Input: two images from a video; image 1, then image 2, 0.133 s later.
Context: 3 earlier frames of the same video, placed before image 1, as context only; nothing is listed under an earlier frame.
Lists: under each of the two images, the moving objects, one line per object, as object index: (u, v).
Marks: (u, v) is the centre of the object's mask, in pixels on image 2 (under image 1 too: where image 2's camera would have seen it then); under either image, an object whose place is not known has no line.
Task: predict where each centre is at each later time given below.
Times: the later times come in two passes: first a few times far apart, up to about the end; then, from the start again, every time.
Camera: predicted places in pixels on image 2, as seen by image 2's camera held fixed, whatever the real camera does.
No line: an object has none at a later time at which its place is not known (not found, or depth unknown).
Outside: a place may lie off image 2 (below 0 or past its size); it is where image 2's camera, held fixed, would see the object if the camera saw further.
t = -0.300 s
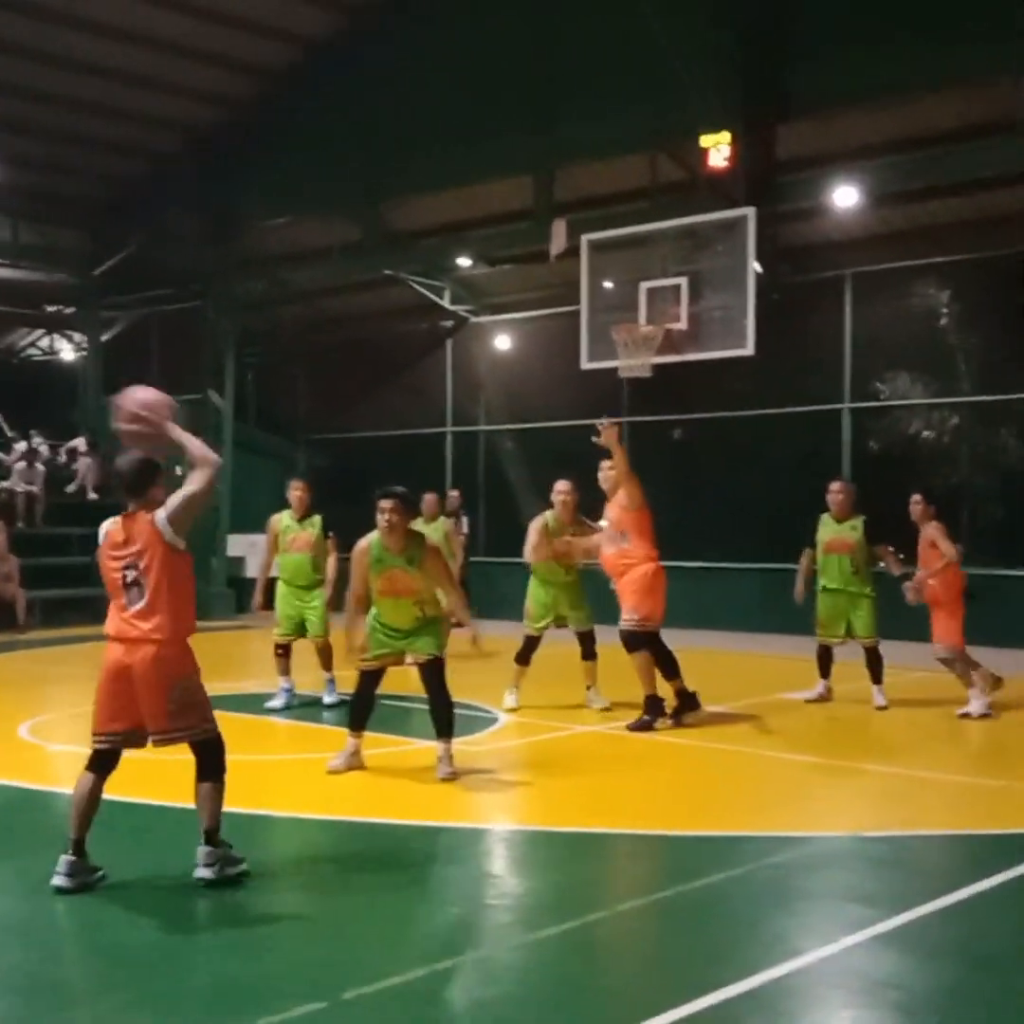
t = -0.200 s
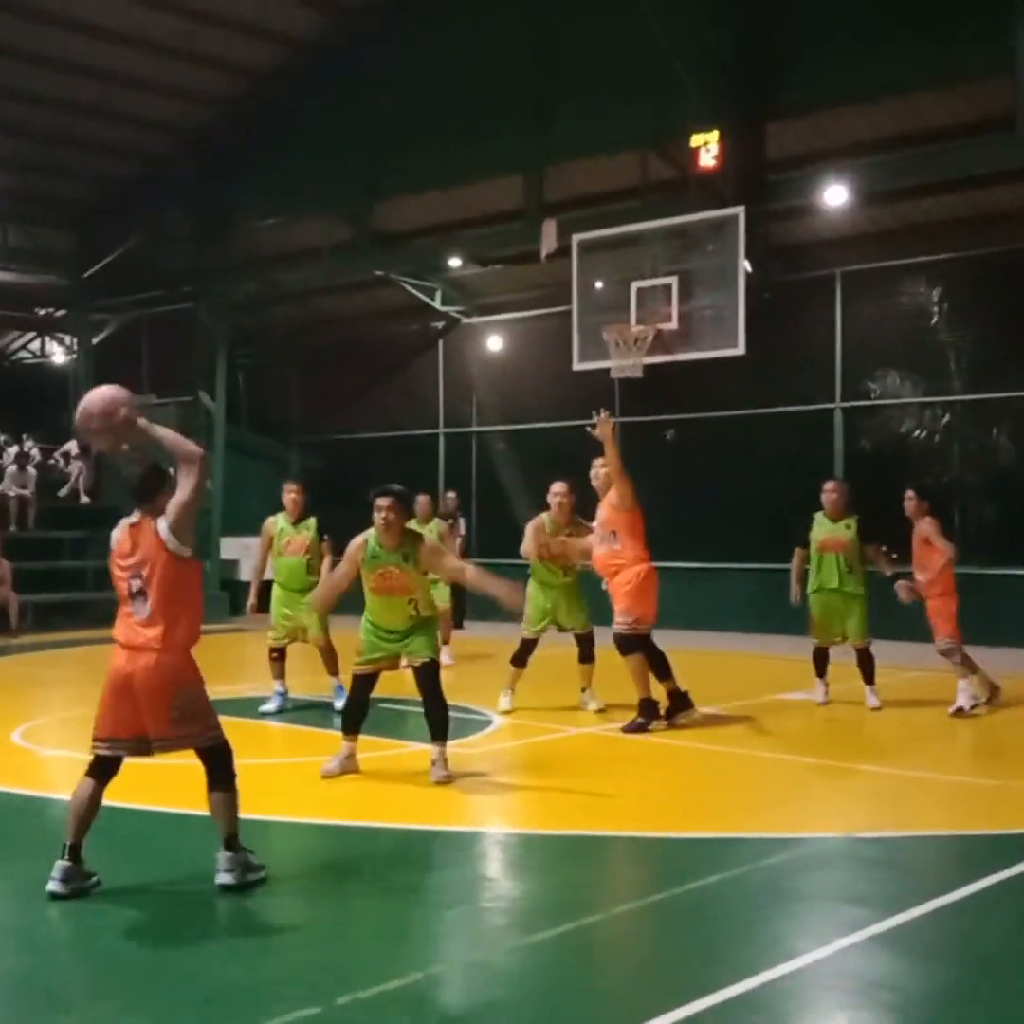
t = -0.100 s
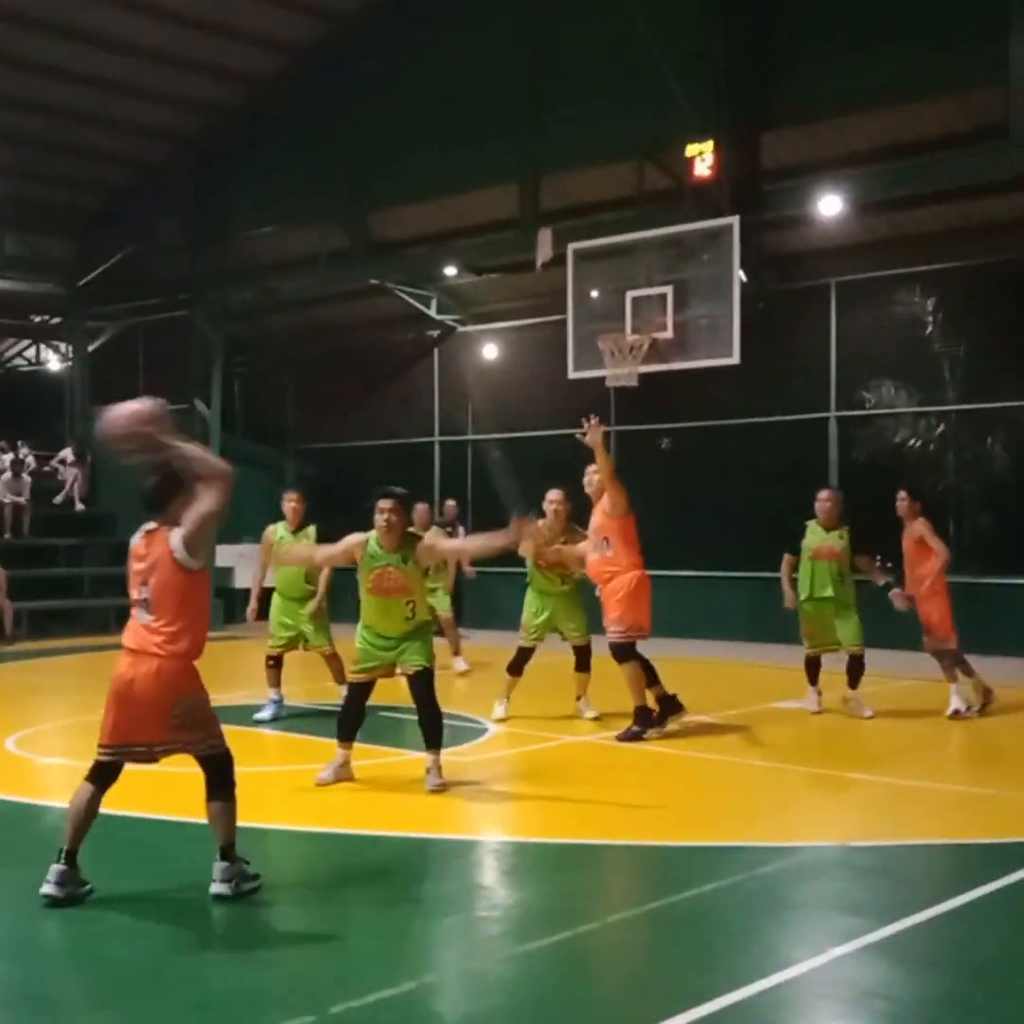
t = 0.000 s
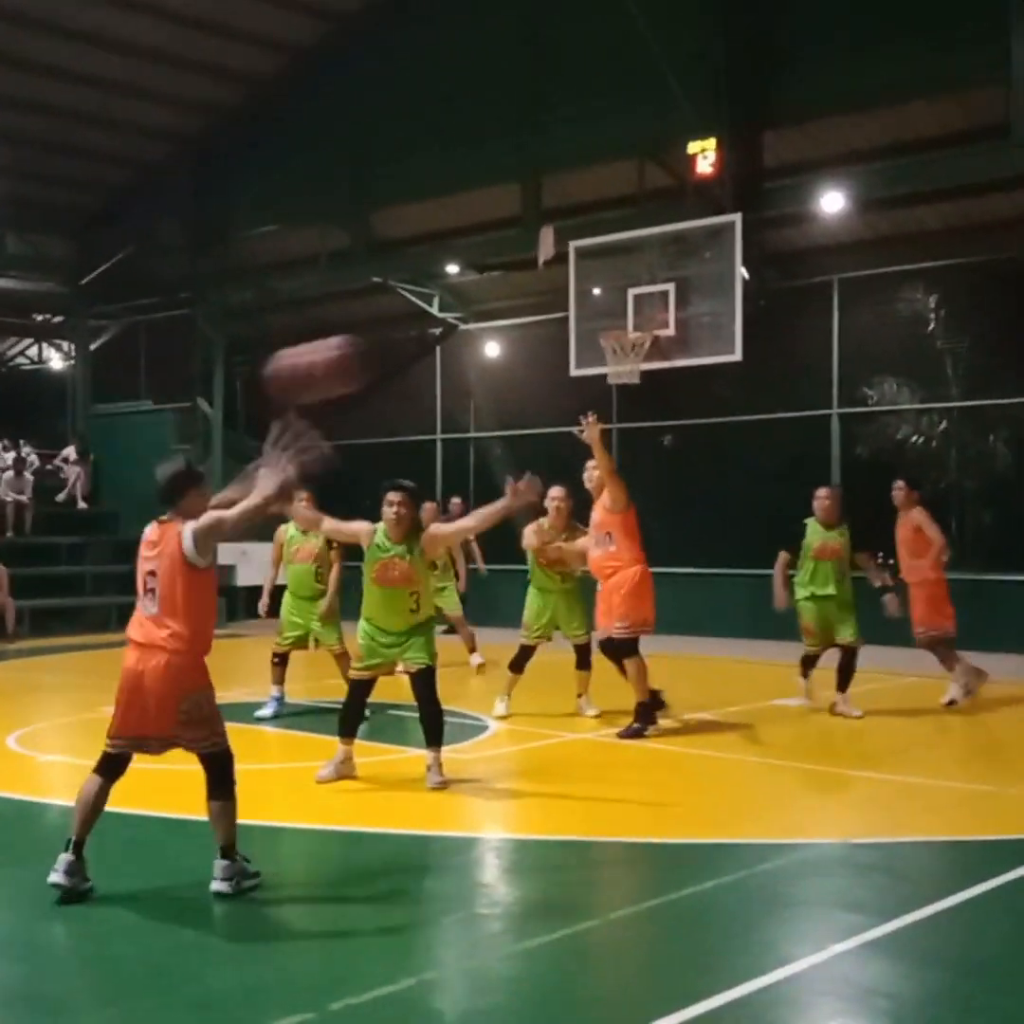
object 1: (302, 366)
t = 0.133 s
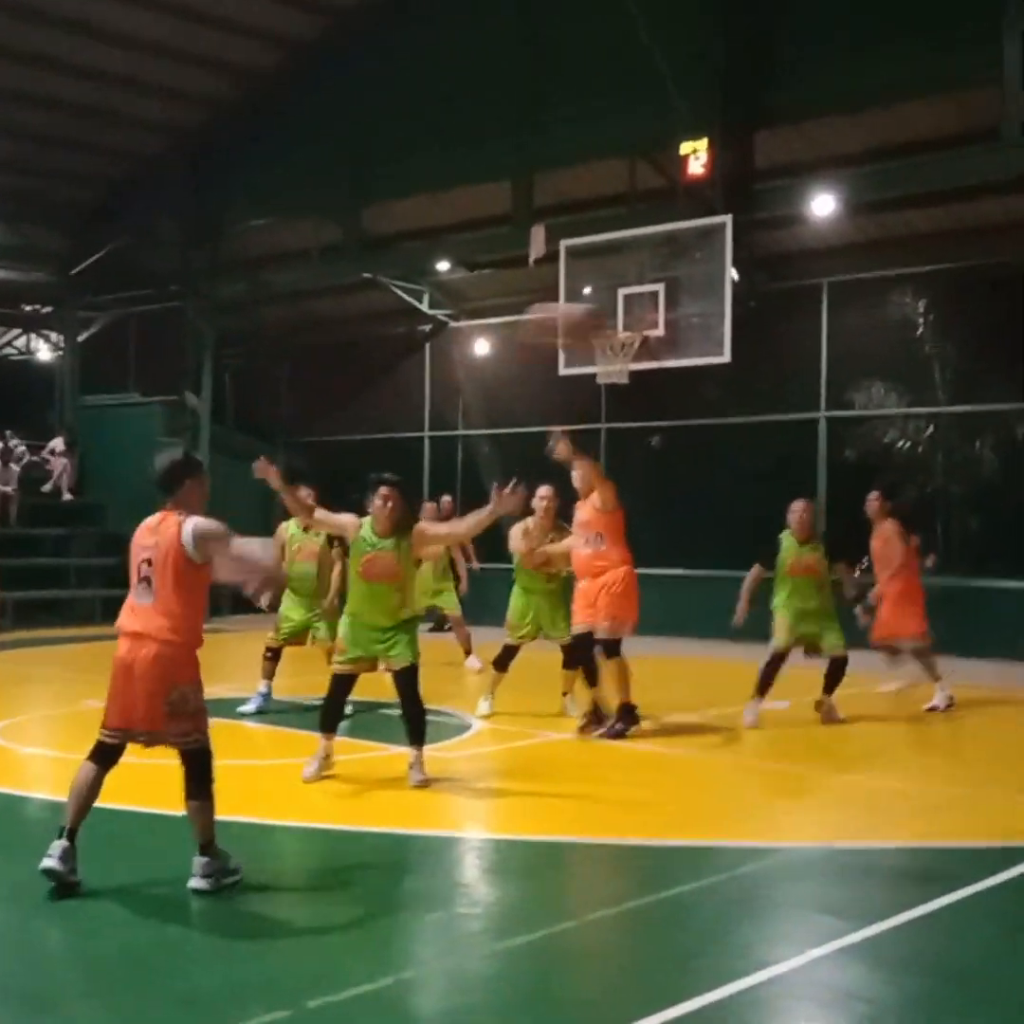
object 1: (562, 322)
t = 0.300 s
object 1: (829, 339)
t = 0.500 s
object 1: (1100, 419)
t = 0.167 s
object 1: (622, 320)
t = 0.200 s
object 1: (680, 325)
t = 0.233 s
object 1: (733, 326)
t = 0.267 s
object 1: (781, 333)
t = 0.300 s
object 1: (829, 339)
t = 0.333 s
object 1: (882, 345)
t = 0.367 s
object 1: (929, 355)
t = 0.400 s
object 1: (975, 369)
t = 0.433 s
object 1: (1017, 383)
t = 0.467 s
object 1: (1063, 401)
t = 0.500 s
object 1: (1100, 419)
